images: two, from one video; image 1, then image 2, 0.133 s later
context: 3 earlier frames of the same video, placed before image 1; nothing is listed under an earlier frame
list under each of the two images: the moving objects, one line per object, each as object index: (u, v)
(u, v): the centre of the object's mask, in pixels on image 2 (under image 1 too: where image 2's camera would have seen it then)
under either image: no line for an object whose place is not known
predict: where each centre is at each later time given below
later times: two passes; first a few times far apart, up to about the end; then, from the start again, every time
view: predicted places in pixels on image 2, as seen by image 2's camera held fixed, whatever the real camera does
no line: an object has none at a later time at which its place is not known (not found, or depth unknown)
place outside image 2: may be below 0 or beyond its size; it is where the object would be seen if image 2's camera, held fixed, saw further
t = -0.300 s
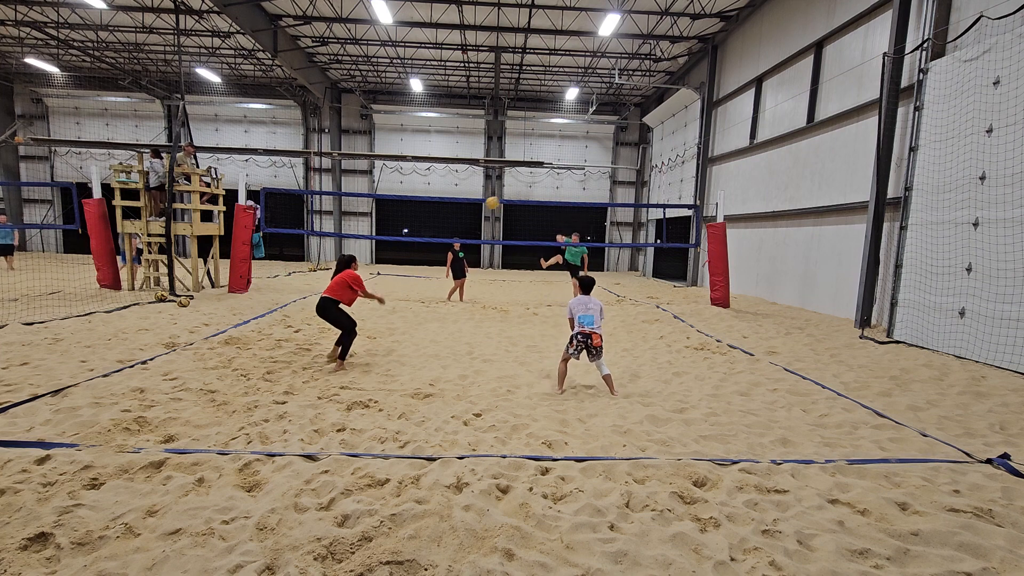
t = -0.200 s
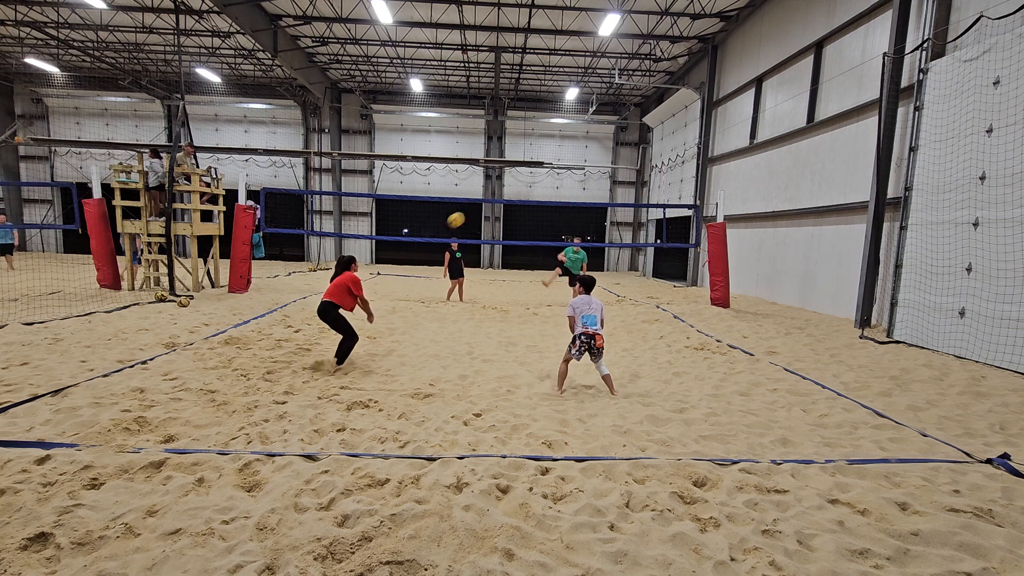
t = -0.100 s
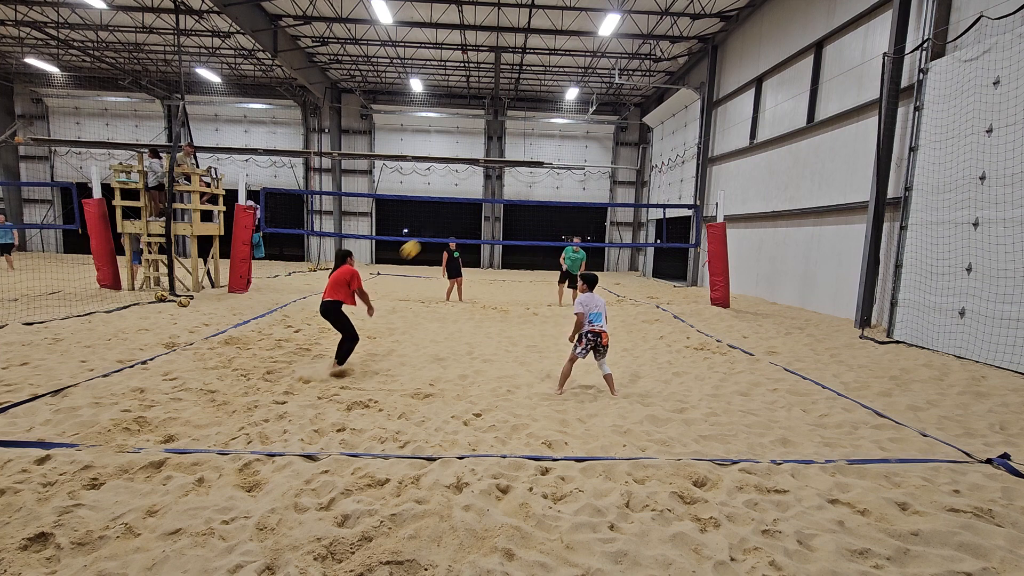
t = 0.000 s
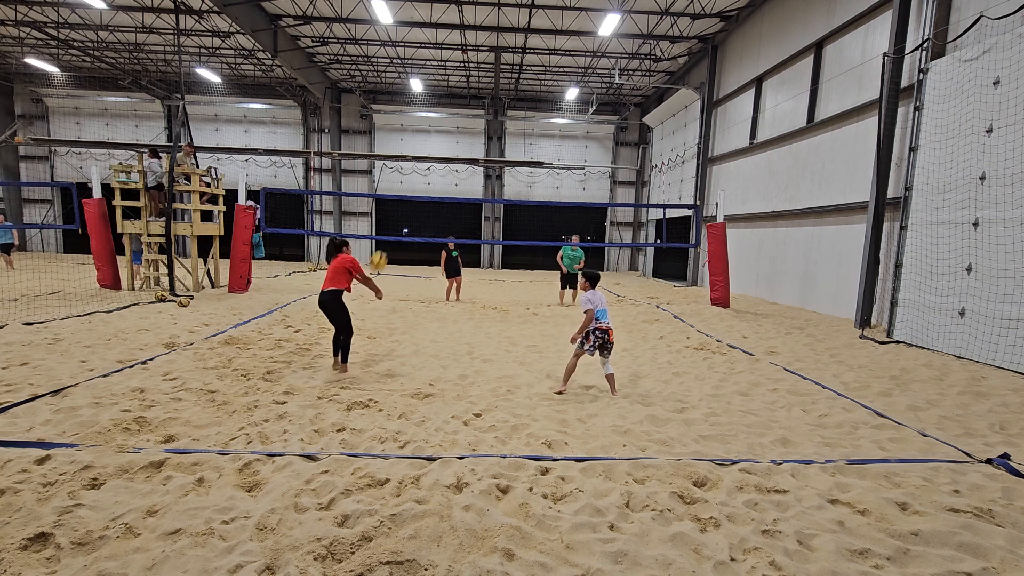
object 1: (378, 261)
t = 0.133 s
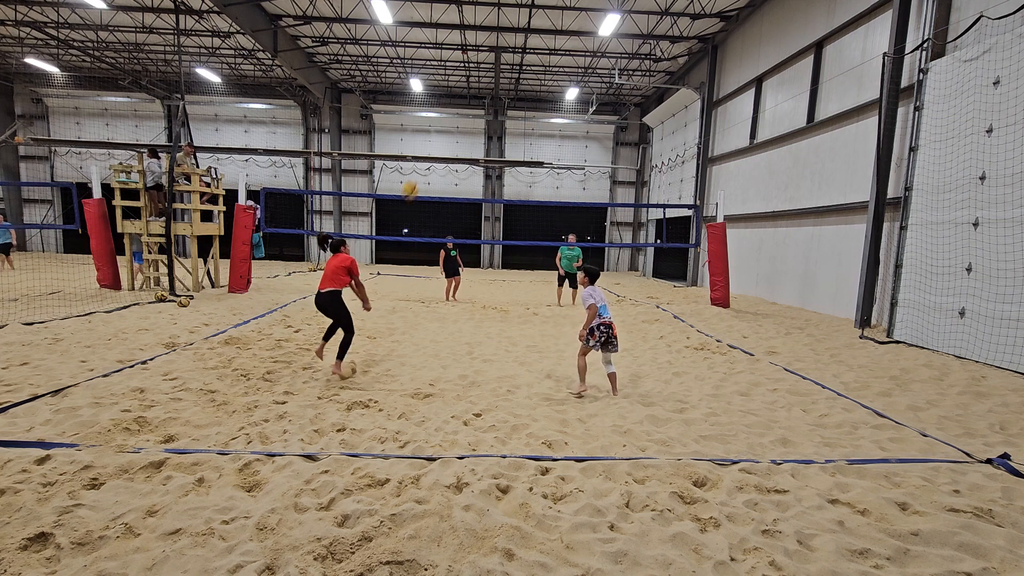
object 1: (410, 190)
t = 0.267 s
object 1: (442, 129)
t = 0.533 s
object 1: (503, 49)
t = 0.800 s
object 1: (562, 26)
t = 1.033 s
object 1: (609, 54)
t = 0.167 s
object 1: (419, 172)
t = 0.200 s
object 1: (426, 157)
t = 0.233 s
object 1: (434, 142)
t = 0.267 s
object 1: (442, 129)
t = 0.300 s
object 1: (450, 115)
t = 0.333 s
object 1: (458, 103)
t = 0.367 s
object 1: (465, 92)
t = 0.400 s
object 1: (473, 82)
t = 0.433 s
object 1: (480, 72)
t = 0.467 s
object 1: (488, 63)
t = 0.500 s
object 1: (495, 55)
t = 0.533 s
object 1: (503, 49)
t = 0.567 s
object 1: (511, 42)
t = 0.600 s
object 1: (519, 38)
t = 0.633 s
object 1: (525, 34)
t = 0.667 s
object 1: (533, 30)
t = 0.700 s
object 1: (540, 27)
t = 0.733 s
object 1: (547, 27)
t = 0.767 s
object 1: (555, 26)
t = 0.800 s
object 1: (562, 26)
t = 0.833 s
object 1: (568, 27)
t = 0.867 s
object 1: (576, 29)
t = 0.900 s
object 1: (582, 32)
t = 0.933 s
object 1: (589, 36)
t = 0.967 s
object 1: (596, 42)
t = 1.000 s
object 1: (602, 48)
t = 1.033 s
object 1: (609, 54)
